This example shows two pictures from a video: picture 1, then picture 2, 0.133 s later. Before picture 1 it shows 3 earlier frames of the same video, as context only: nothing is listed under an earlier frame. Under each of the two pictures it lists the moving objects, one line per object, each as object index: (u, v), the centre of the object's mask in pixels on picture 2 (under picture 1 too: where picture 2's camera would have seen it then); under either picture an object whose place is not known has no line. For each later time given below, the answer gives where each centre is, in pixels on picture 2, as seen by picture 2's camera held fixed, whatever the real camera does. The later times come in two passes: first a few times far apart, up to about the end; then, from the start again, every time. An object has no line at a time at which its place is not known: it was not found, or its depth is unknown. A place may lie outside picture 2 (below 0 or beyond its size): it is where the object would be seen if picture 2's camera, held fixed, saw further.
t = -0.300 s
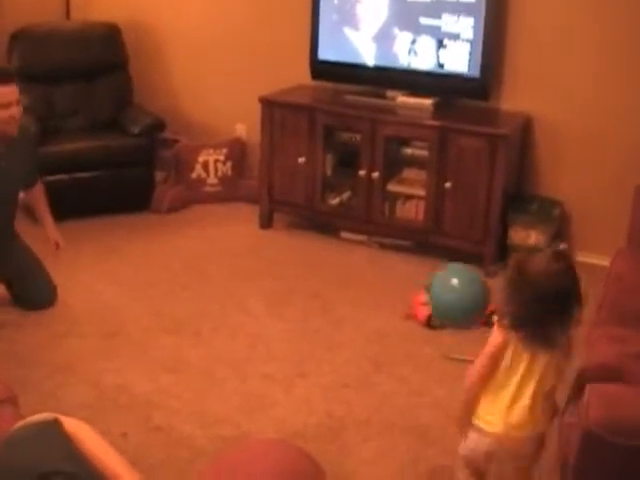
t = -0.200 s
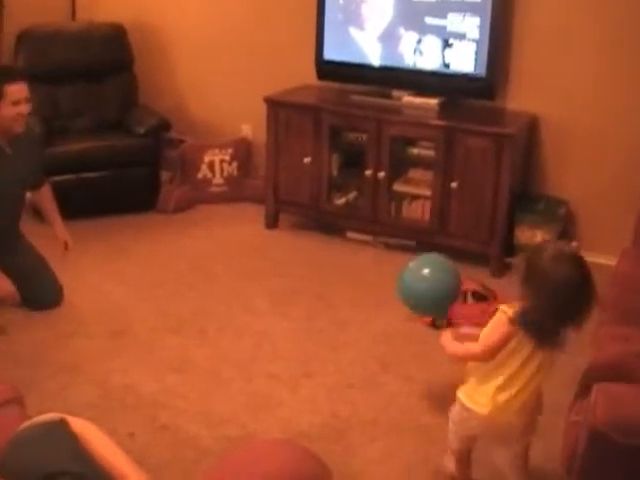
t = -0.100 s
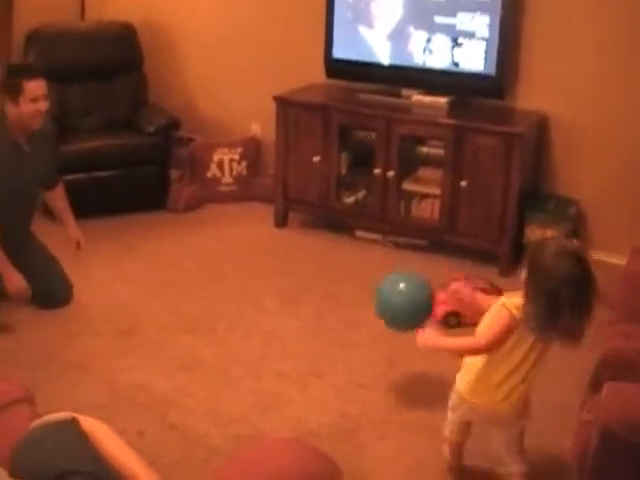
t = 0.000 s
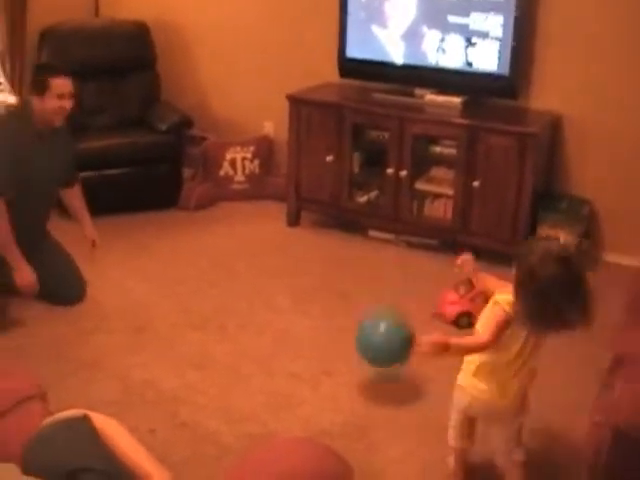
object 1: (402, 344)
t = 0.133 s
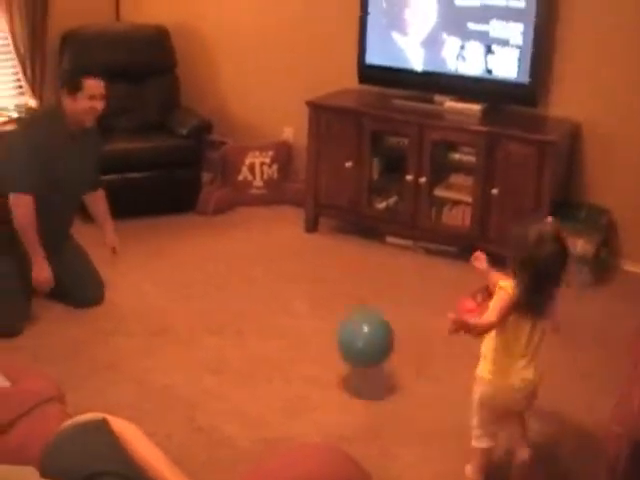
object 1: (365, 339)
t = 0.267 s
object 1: (330, 298)
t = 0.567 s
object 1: (257, 320)
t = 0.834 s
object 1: (203, 299)
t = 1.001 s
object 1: (170, 286)
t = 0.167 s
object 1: (356, 325)
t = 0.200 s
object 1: (347, 313)
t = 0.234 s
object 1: (339, 305)
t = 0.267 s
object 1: (330, 298)
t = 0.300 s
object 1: (320, 296)
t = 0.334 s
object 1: (312, 295)
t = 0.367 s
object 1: (304, 297)
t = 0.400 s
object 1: (295, 301)
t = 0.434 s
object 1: (287, 308)
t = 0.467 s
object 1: (278, 317)
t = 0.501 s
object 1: (271, 328)
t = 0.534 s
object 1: (264, 330)
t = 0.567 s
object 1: (257, 320)
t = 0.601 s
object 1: (249, 310)
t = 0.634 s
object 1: (243, 302)
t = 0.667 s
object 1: (236, 296)
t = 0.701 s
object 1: (229, 293)
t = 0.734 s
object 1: (223, 291)
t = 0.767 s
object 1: (216, 291)
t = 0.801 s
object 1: (209, 294)
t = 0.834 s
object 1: (203, 299)
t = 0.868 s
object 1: (196, 308)
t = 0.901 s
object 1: (190, 308)
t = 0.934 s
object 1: (183, 300)
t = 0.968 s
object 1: (177, 291)
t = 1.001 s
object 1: (170, 286)
